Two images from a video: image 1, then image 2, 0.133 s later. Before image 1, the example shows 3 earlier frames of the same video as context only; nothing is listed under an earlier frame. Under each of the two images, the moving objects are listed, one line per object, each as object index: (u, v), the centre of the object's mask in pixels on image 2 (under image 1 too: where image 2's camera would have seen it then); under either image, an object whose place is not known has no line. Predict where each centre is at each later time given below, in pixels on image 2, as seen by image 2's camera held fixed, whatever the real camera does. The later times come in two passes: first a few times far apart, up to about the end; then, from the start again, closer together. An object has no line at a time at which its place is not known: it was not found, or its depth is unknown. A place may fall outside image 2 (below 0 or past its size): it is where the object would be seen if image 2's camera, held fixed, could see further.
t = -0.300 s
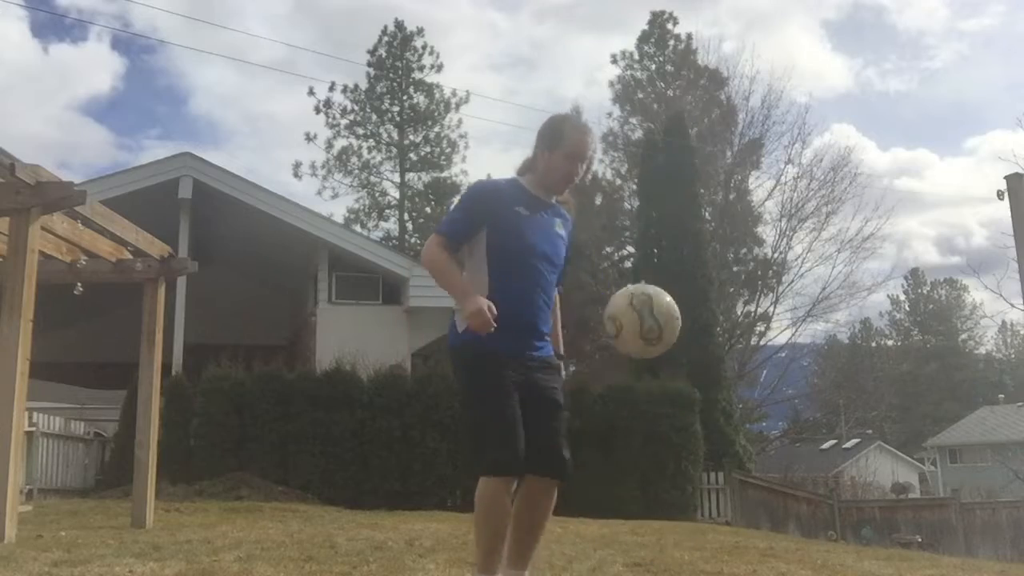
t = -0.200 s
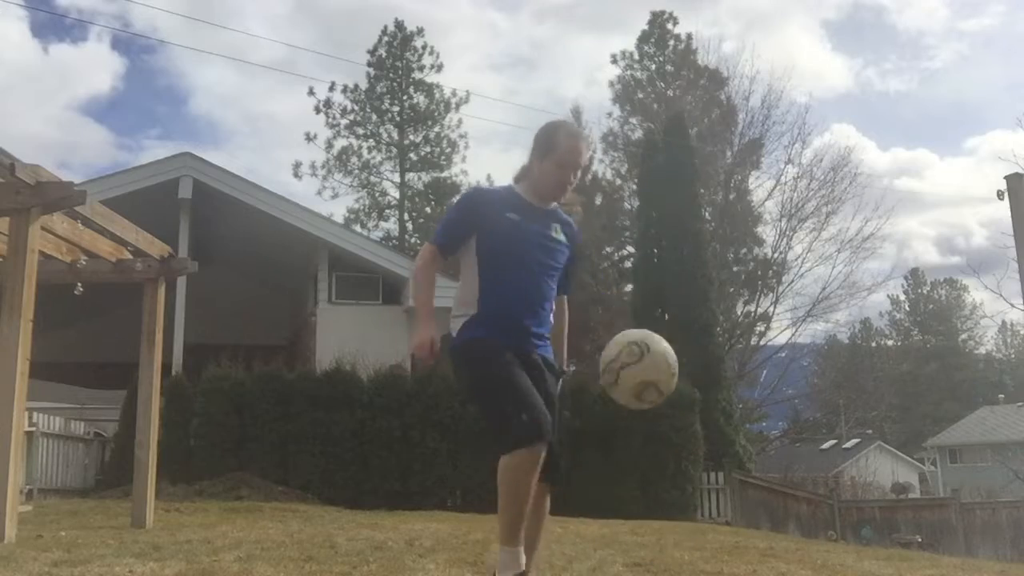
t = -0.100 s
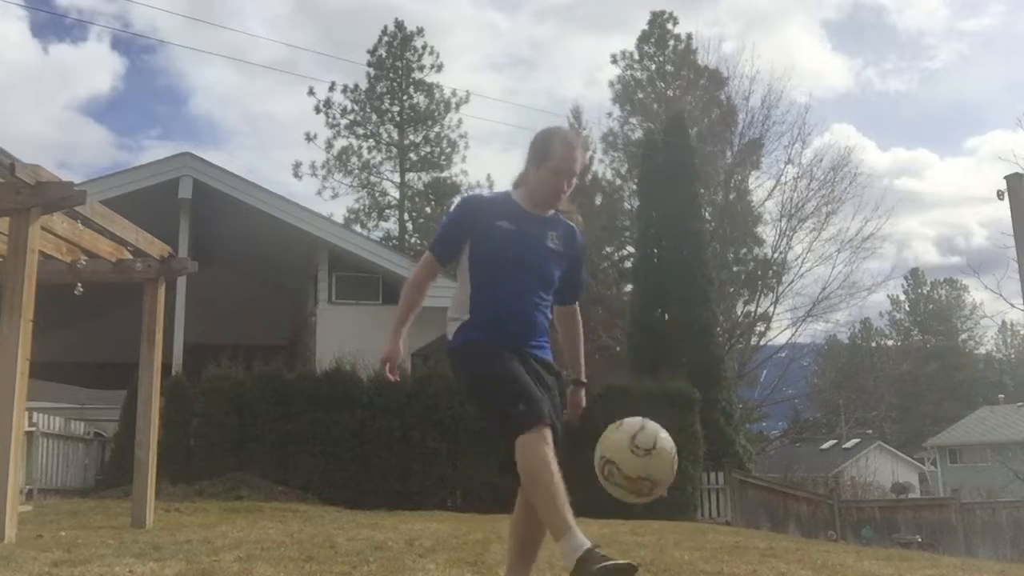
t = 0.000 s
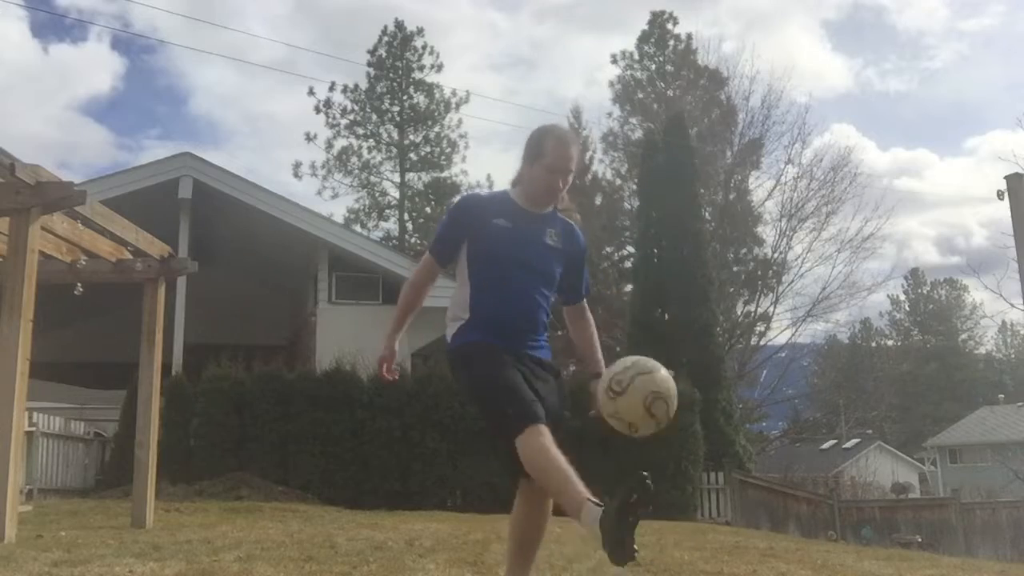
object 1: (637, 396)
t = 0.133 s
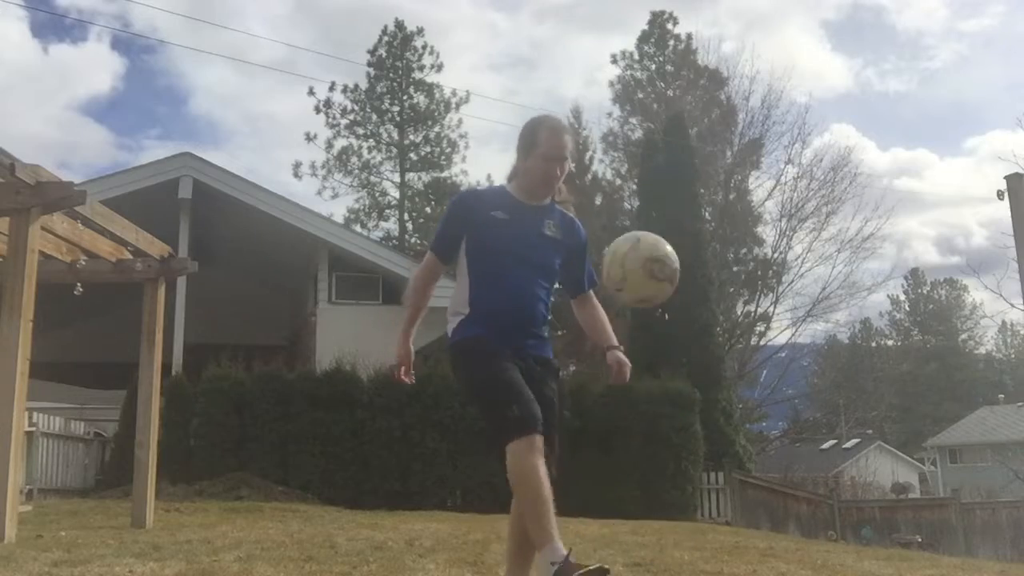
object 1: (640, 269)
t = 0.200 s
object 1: (643, 232)
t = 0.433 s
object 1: (657, 214)
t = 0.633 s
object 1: (675, 335)
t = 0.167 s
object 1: (642, 248)
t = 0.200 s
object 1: (643, 232)
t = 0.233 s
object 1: (645, 217)
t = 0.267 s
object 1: (646, 209)
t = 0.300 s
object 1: (648, 203)
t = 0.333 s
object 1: (649, 201)
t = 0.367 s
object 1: (651, 203)
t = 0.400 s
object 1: (653, 207)
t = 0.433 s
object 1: (657, 214)
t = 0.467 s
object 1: (659, 225)
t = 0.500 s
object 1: (662, 240)
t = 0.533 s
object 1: (665, 258)
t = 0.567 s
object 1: (668, 280)
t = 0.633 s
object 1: (675, 335)
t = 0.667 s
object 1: (679, 369)
